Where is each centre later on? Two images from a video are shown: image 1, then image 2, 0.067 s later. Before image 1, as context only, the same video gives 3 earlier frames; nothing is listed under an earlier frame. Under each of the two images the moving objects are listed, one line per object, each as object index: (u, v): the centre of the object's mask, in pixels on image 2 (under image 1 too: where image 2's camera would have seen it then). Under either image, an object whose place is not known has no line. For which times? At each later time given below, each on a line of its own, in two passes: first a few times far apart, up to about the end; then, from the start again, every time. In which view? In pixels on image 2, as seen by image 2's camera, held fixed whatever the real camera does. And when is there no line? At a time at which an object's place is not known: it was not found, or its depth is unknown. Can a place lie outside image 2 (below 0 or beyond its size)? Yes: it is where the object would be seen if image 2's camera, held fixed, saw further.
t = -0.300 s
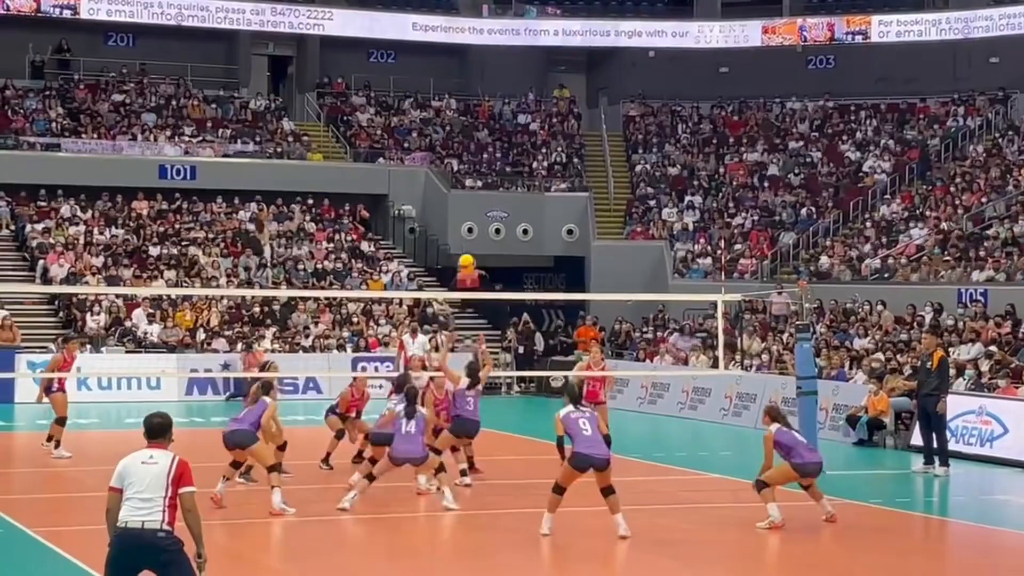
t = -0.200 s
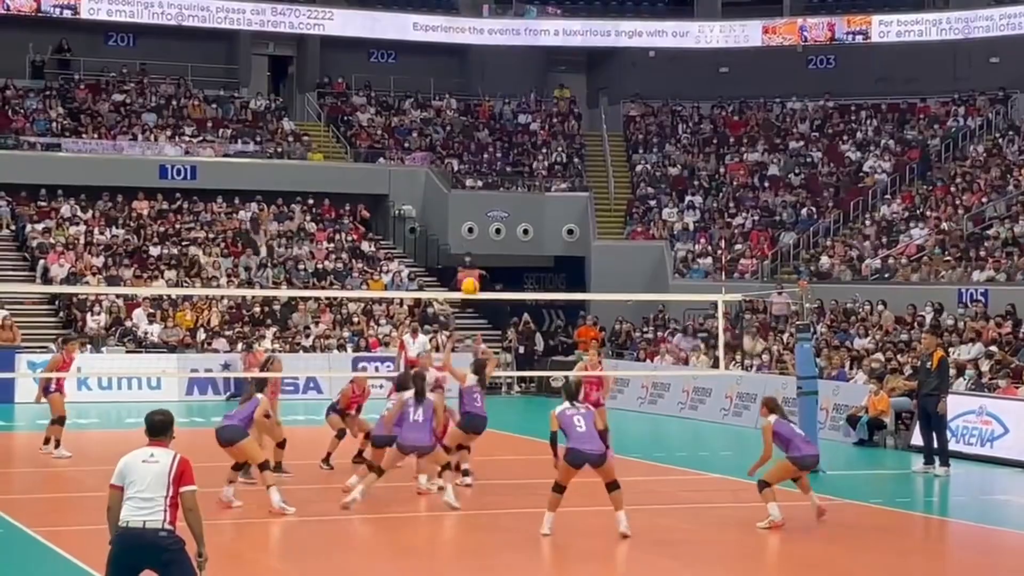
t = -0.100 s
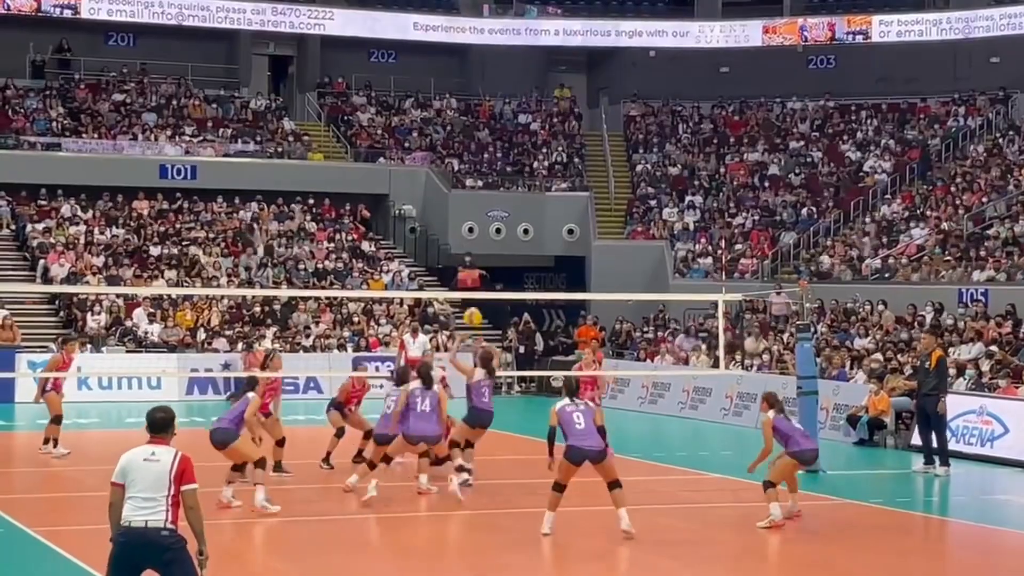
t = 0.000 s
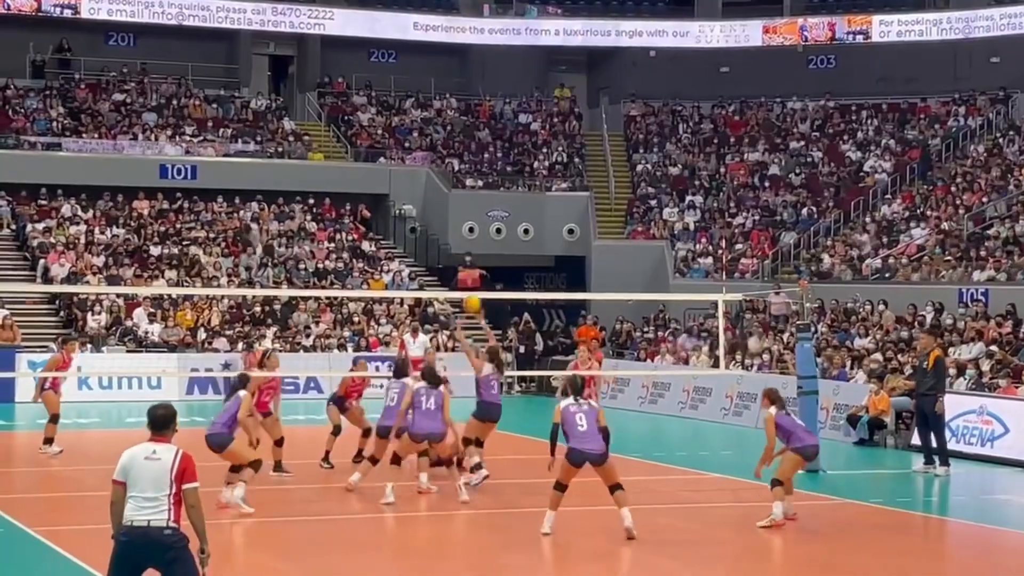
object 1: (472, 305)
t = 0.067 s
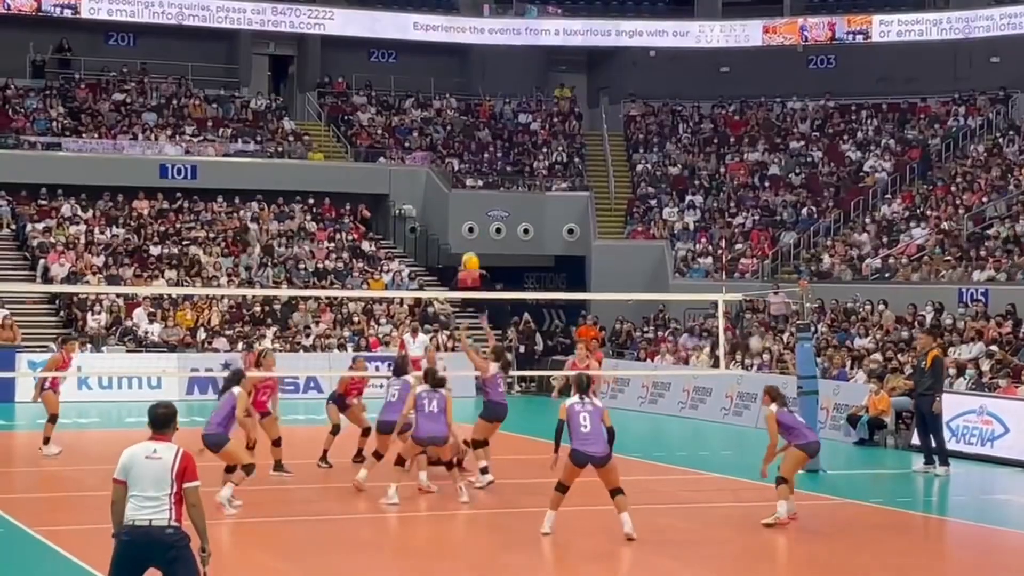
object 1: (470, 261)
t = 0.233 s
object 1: (467, 179)
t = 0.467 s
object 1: (461, 102)
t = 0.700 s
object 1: (454, 72)
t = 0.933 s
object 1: (448, 88)
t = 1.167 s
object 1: (441, 153)
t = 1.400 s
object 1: (434, 269)
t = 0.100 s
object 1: (469, 244)
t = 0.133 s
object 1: (469, 227)
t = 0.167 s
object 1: (468, 210)
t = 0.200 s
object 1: (468, 195)
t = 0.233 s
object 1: (467, 179)
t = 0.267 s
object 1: (467, 165)
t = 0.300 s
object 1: (465, 152)
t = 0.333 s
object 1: (464, 141)
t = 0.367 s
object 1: (464, 130)
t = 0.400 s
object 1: (463, 120)
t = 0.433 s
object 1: (462, 110)
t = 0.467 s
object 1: (461, 102)
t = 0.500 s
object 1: (460, 95)
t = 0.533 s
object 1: (459, 89)
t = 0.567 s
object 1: (458, 83)
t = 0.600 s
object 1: (457, 79)
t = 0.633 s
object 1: (456, 75)
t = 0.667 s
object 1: (456, 73)
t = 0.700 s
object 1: (454, 72)
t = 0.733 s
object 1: (453, 71)
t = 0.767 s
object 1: (453, 71)
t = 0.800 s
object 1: (452, 73)
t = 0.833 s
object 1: (451, 75)
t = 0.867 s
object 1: (450, 78)
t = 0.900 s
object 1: (449, 83)
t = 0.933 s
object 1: (448, 88)
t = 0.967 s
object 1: (447, 94)
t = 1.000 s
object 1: (446, 102)
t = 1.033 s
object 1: (445, 110)
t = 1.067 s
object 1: (444, 120)
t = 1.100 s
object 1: (443, 130)
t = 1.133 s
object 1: (442, 142)
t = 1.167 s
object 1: (441, 153)
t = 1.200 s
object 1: (440, 167)
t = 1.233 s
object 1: (439, 182)
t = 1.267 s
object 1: (438, 197)
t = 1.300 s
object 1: (437, 214)
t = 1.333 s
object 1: (436, 231)
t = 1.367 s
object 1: (435, 250)
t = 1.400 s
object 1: (434, 269)
